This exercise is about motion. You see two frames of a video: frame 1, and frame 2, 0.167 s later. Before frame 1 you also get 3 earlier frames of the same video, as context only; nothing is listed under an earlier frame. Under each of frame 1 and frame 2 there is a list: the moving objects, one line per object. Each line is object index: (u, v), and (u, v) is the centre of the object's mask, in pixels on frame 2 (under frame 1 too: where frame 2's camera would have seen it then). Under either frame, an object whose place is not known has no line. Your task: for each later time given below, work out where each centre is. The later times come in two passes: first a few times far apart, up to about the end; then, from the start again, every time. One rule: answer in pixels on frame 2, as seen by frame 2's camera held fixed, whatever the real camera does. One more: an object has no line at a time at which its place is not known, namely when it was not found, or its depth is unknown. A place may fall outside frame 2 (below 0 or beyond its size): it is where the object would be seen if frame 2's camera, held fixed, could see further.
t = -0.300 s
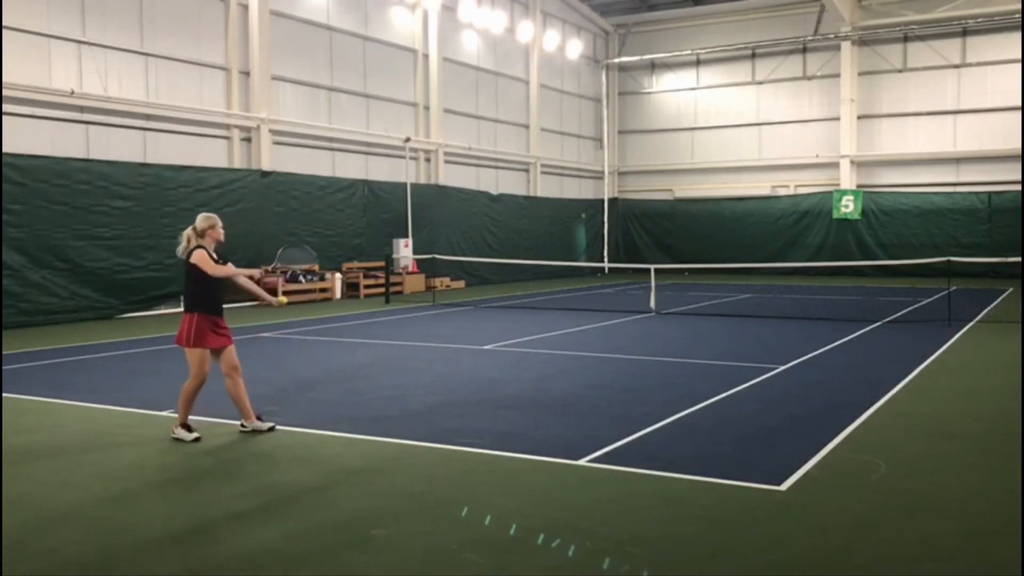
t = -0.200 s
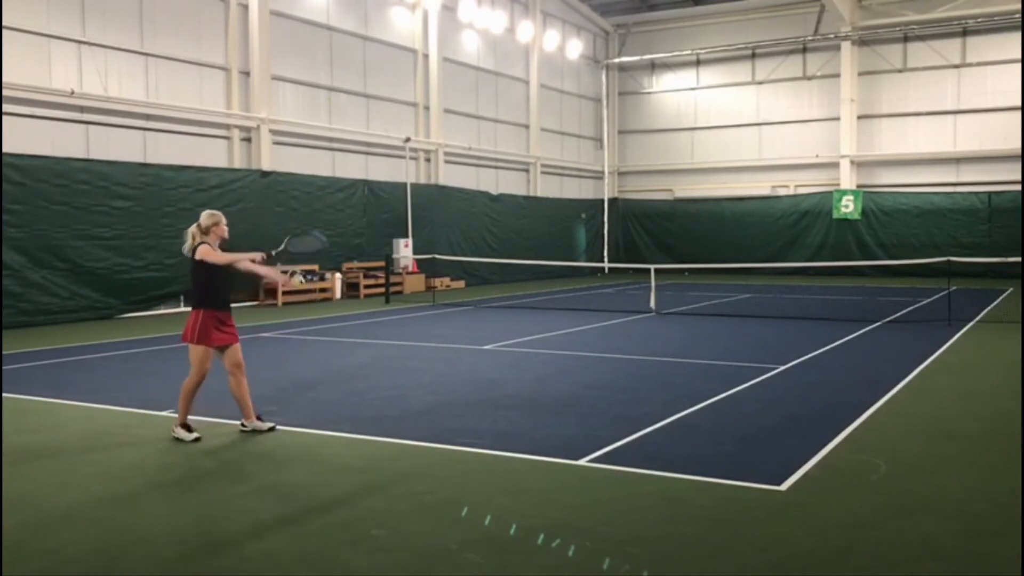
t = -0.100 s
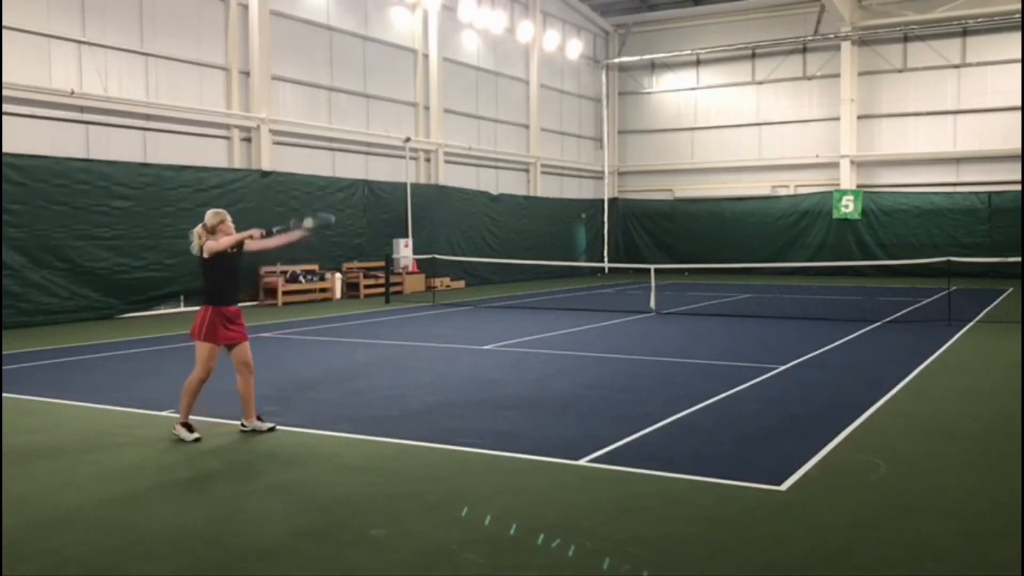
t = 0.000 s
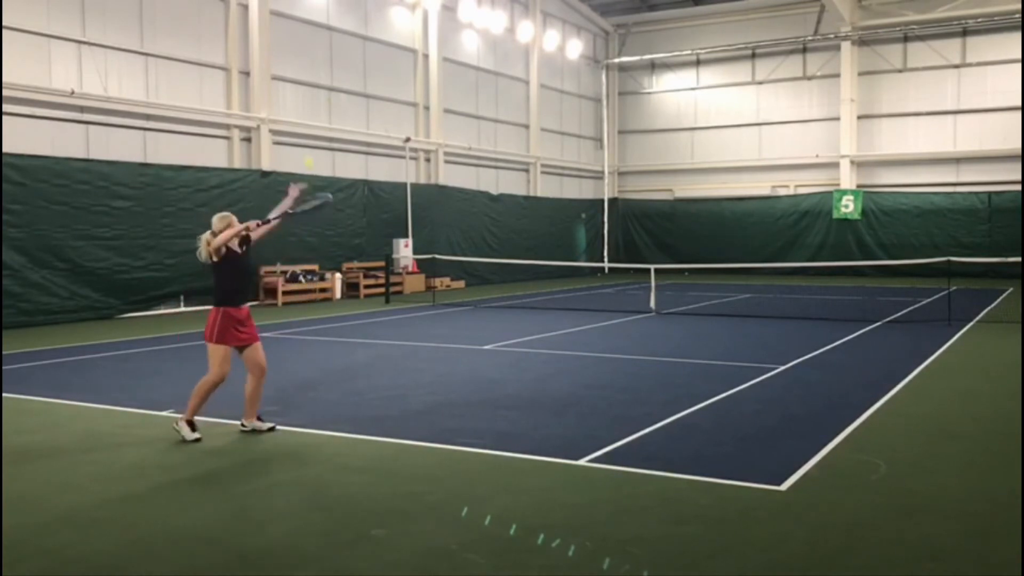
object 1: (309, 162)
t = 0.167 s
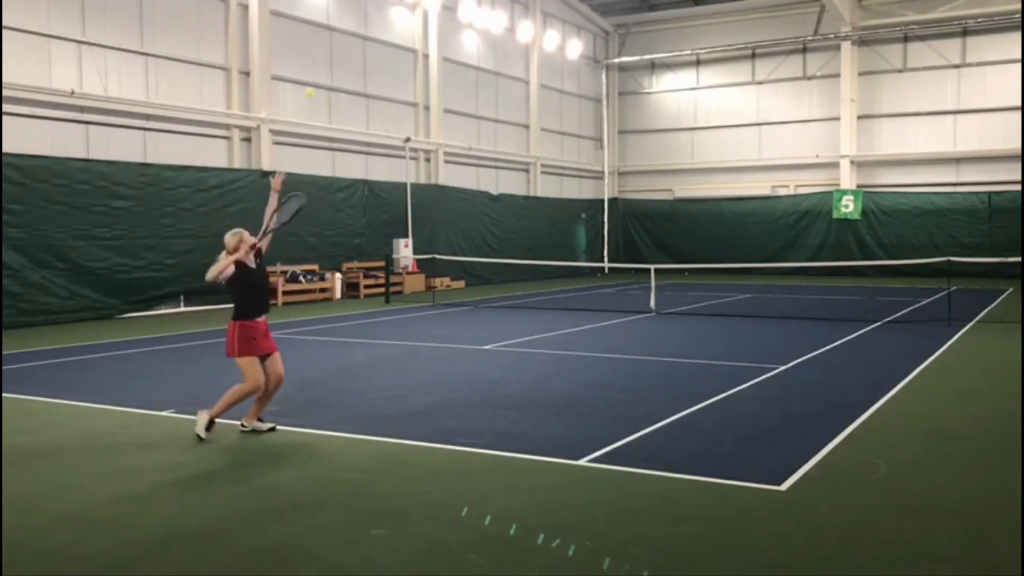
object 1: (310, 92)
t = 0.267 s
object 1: (312, 65)
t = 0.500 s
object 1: (314, 54)
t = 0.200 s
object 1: (310, 82)
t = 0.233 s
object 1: (311, 72)
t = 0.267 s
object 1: (312, 65)
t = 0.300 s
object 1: (311, 61)
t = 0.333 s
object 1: (312, 56)
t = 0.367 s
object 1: (312, 53)
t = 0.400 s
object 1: (313, 52)
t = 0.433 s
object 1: (313, 51)
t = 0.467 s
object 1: (314, 52)
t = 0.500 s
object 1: (314, 54)
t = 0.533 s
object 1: (315, 58)
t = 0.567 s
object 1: (316, 63)
